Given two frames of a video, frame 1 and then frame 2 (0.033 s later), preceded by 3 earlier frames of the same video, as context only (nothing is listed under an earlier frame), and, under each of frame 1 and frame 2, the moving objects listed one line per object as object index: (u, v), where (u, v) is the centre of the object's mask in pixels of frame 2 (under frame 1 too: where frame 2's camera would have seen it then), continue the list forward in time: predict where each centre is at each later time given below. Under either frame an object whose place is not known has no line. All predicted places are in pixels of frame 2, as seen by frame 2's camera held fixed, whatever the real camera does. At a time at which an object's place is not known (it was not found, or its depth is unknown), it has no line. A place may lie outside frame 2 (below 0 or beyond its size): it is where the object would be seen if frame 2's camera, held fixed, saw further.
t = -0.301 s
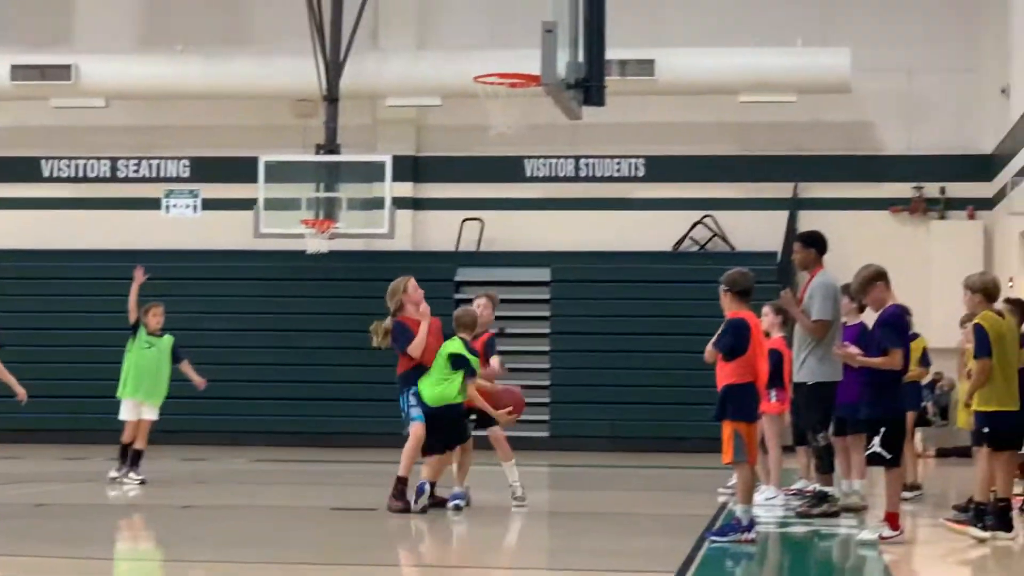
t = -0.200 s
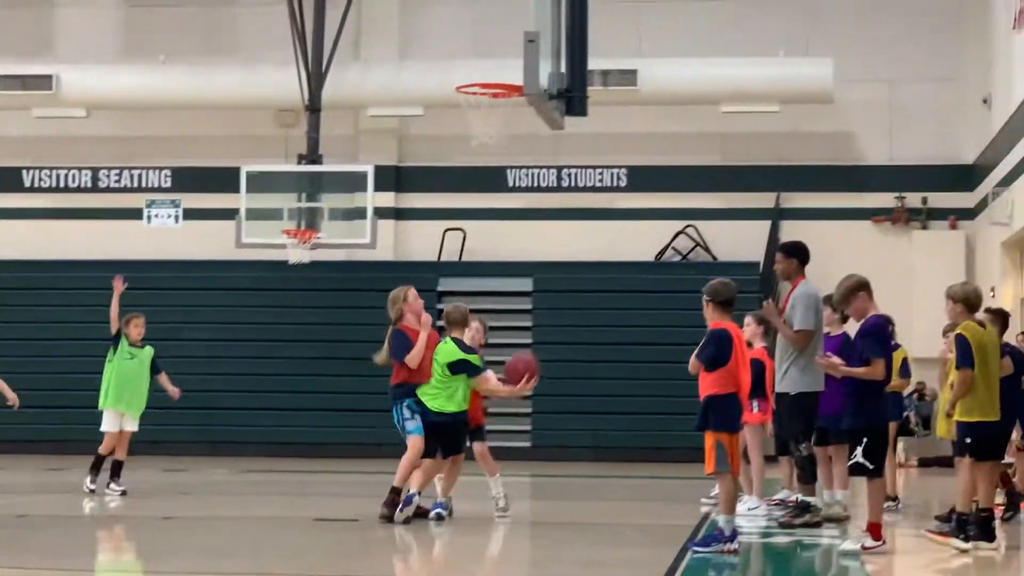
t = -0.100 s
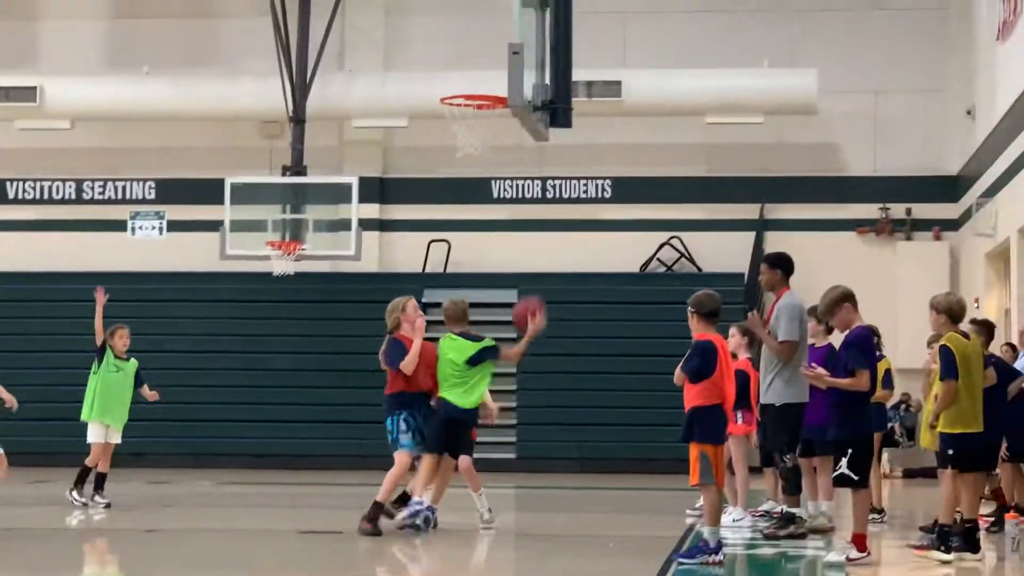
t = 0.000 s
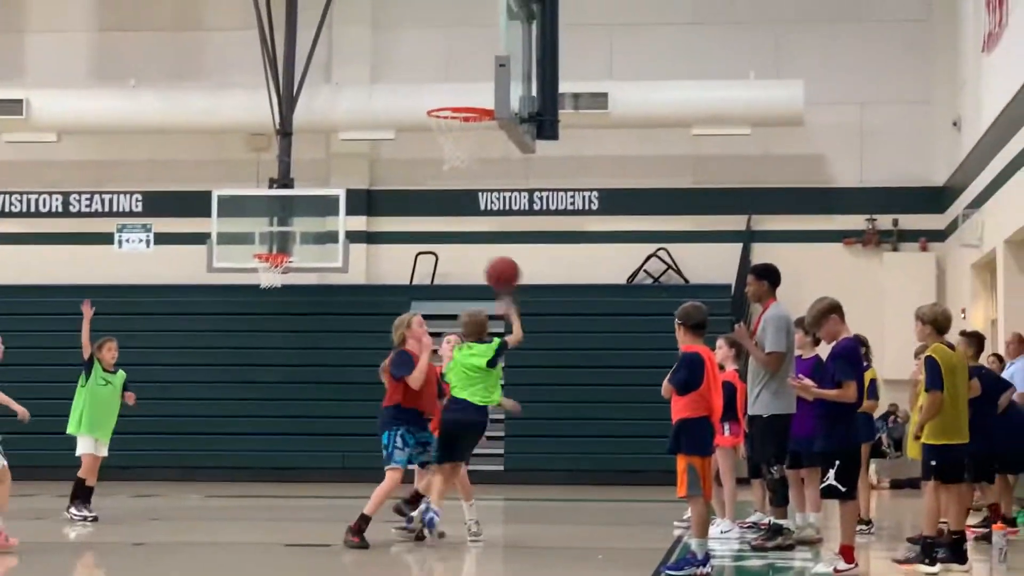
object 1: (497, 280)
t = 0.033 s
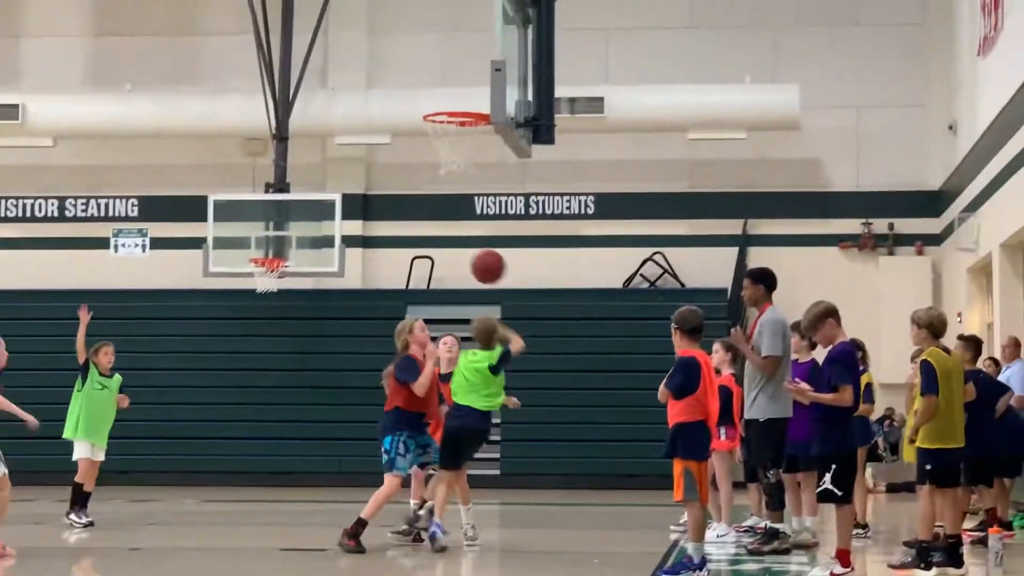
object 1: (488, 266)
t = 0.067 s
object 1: (478, 257)
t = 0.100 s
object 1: (468, 249)
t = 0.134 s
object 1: (459, 243)
